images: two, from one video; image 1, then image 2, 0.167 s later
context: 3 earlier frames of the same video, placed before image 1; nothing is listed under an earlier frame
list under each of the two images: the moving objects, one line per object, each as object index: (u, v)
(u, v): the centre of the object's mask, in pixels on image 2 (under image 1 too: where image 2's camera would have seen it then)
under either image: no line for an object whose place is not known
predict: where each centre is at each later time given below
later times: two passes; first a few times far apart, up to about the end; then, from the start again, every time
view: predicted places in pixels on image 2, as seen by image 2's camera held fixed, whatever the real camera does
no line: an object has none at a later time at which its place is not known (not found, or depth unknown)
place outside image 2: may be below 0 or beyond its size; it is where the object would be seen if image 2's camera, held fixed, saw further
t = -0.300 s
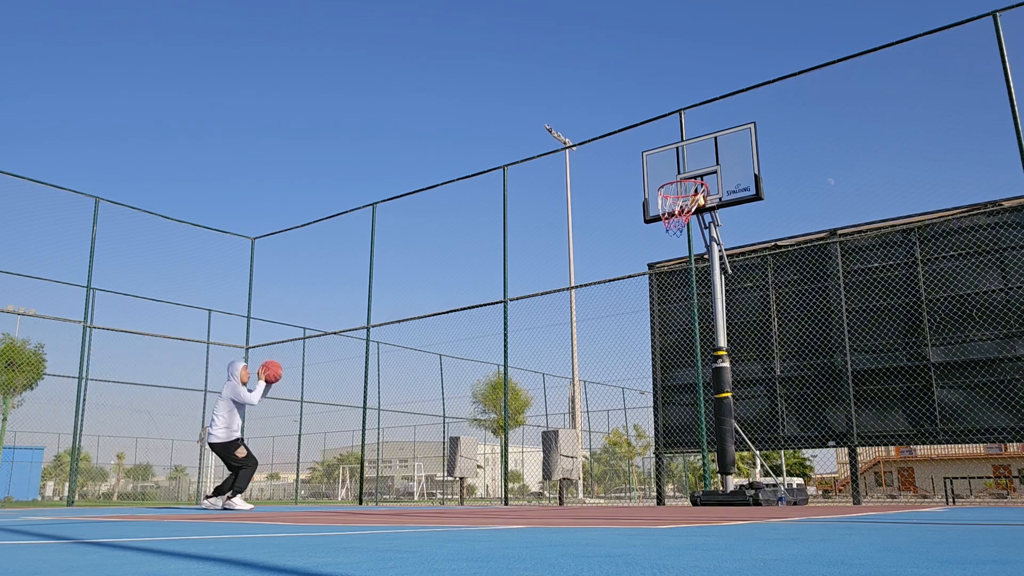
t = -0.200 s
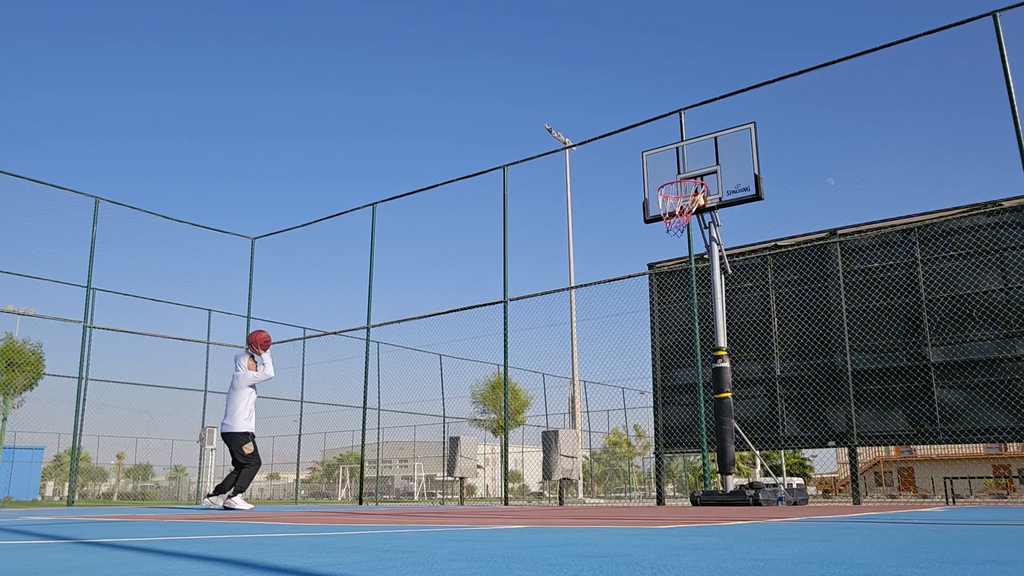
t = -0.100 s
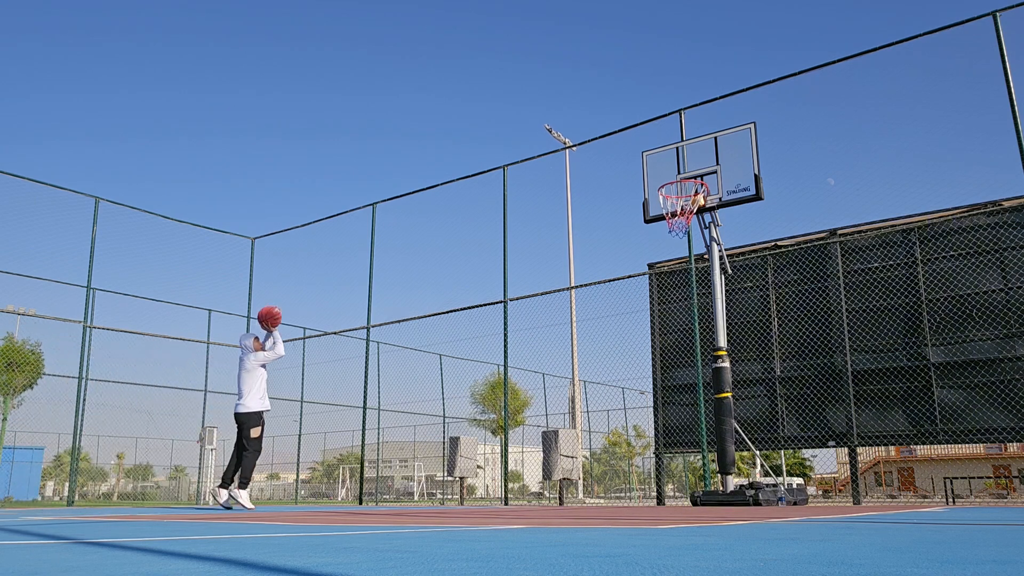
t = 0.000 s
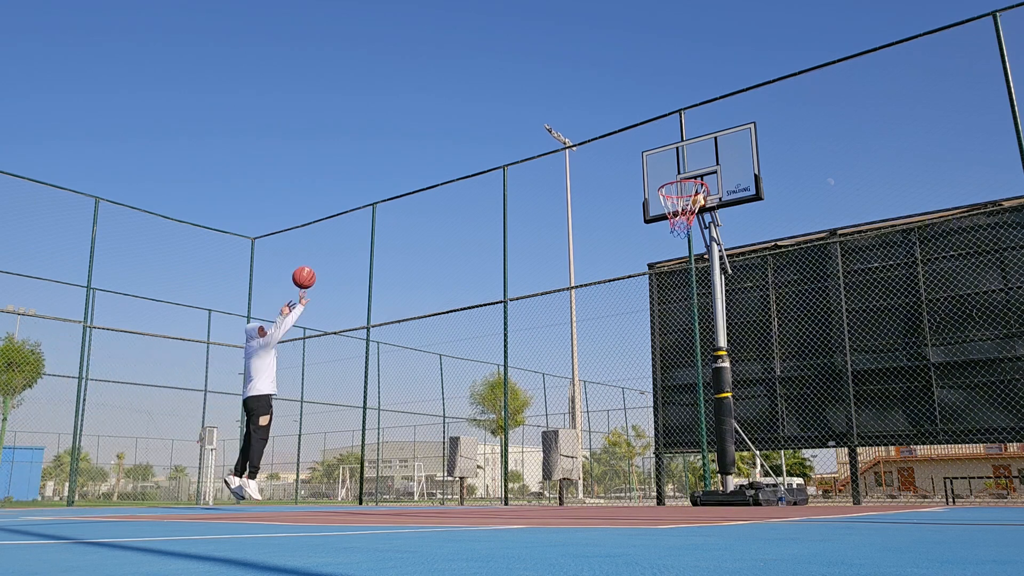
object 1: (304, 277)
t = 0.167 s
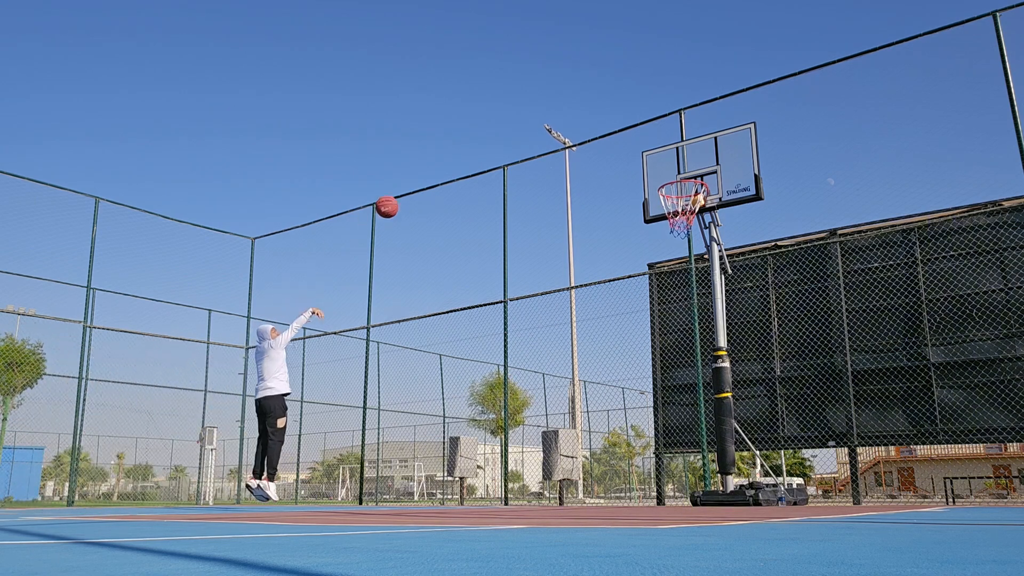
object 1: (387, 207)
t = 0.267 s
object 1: (435, 177)
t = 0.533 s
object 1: (560, 141)
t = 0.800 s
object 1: (673, 162)
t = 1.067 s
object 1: (687, 211)
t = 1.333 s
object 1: (692, 239)
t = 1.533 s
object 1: (695, 296)
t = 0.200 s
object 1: (403, 196)
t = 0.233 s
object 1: (419, 186)
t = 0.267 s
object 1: (435, 177)
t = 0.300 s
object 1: (451, 169)
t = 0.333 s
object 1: (466, 162)
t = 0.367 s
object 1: (482, 156)
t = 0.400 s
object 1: (498, 151)
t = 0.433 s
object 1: (514, 148)
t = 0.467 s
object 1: (529, 144)
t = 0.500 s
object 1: (544, 142)
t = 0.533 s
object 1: (560, 141)
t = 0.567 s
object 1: (575, 140)
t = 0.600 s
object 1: (590, 141)
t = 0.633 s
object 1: (606, 142)
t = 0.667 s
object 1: (621, 145)
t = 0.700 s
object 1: (636, 148)
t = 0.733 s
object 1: (651, 153)
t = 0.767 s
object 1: (667, 158)
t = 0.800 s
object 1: (673, 162)
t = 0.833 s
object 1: (676, 165)
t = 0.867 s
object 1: (678, 169)
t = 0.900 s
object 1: (680, 173)
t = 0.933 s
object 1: (683, 181)
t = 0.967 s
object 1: (685, 187)
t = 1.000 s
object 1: (687, 193)
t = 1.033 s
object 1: (687, 205)
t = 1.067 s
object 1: (687, 211)
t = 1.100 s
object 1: (689, 217)
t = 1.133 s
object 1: (690, 220)
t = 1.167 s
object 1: (692, 221)
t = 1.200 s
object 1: (691, 224)
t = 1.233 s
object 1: (692, 226)
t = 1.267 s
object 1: (692, 229)
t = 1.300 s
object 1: (692, 233)
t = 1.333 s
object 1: (692, 239)
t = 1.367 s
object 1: (692, 246)
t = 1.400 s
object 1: (693, 253)
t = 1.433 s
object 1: (693, 262)
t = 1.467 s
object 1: (694, 272)
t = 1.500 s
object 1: (694, 284)
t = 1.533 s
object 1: (695, 296)
